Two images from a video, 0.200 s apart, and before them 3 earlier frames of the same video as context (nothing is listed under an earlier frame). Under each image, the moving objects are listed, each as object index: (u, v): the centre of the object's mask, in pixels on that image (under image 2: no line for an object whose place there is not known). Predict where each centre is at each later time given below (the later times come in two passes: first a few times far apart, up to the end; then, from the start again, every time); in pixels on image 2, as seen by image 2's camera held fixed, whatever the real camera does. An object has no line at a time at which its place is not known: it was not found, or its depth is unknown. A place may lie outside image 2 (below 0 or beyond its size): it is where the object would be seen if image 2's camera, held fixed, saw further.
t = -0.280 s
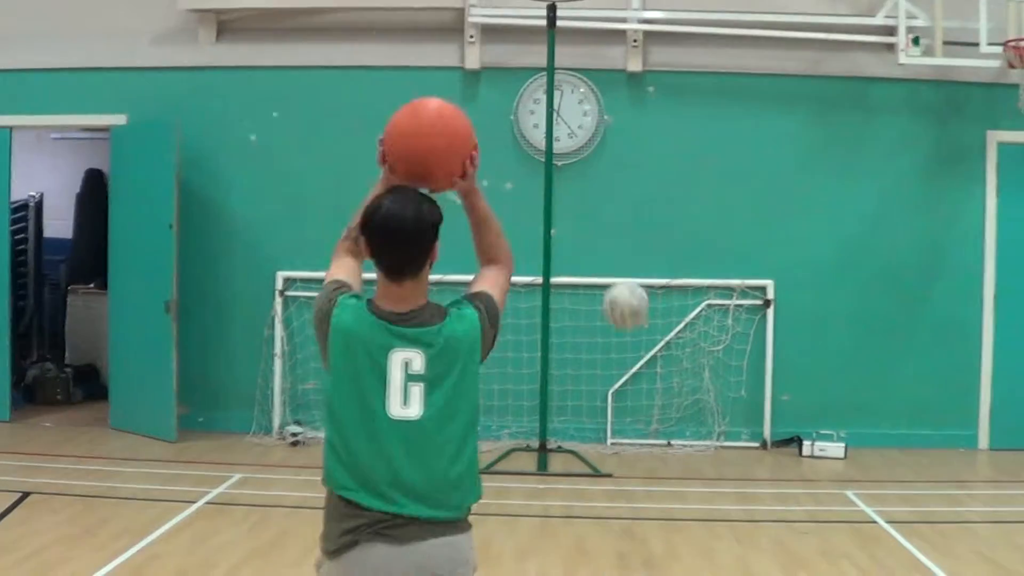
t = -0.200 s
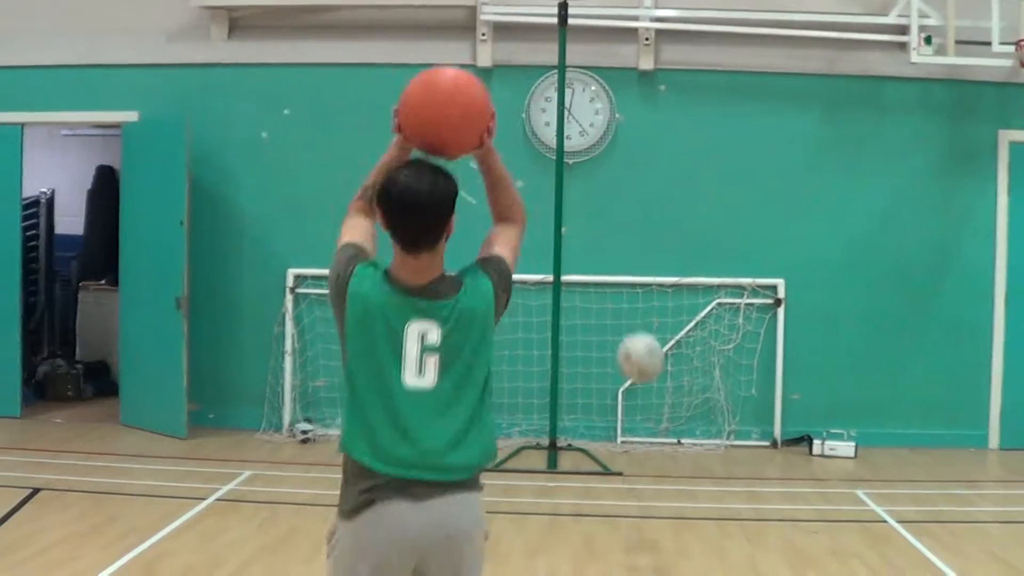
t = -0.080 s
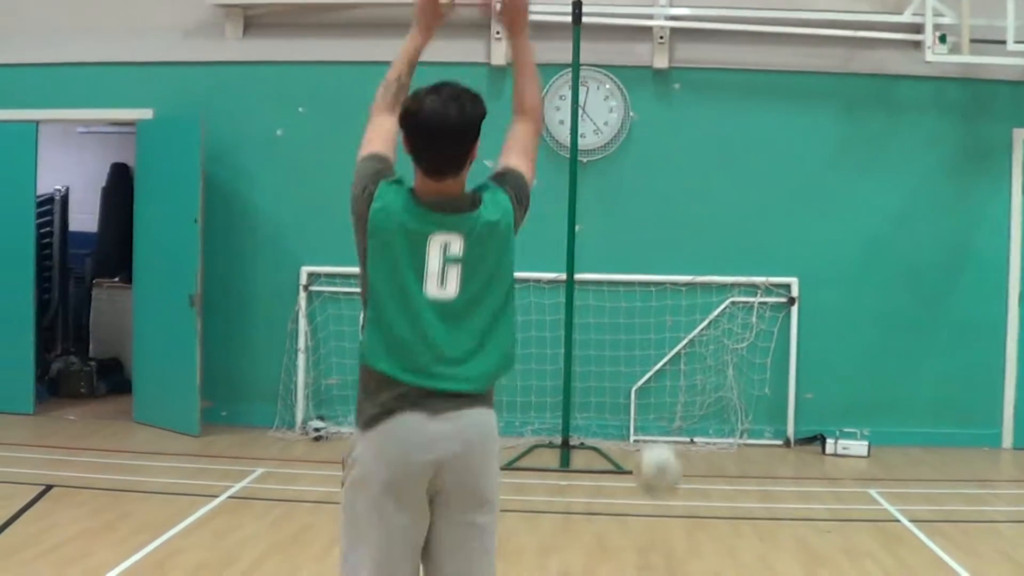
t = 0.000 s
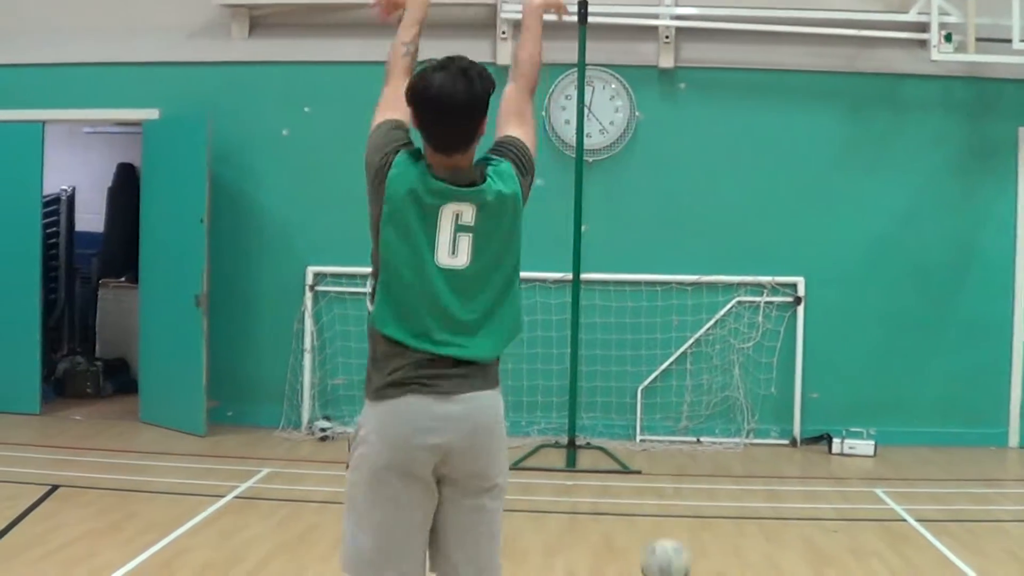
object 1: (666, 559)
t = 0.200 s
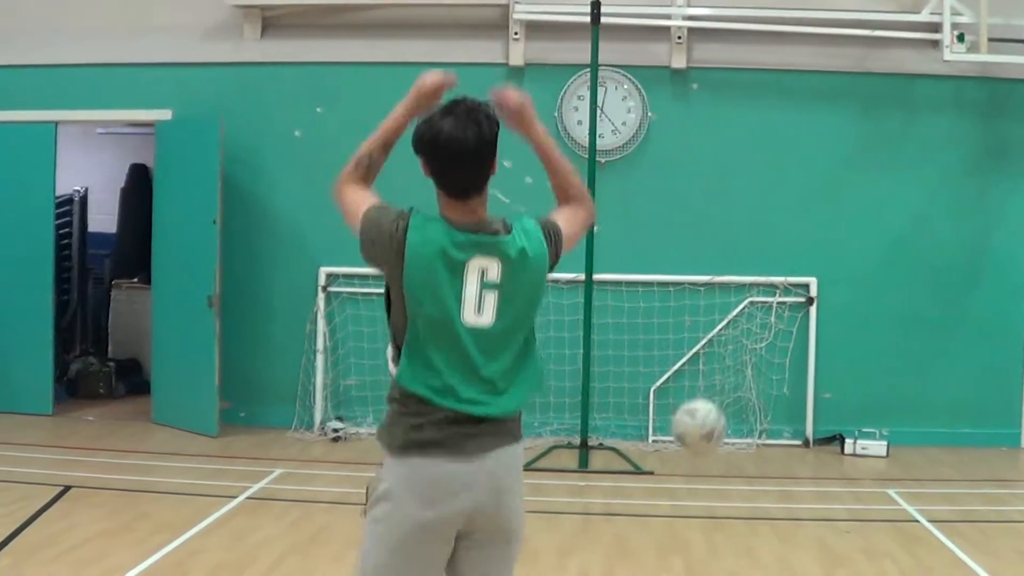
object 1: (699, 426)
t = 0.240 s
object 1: (703, 406)
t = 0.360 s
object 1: (712, 367)
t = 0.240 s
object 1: (703, 406)
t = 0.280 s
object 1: (706, 391)
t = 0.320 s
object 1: (709, 377)
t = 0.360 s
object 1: (712, 367)
